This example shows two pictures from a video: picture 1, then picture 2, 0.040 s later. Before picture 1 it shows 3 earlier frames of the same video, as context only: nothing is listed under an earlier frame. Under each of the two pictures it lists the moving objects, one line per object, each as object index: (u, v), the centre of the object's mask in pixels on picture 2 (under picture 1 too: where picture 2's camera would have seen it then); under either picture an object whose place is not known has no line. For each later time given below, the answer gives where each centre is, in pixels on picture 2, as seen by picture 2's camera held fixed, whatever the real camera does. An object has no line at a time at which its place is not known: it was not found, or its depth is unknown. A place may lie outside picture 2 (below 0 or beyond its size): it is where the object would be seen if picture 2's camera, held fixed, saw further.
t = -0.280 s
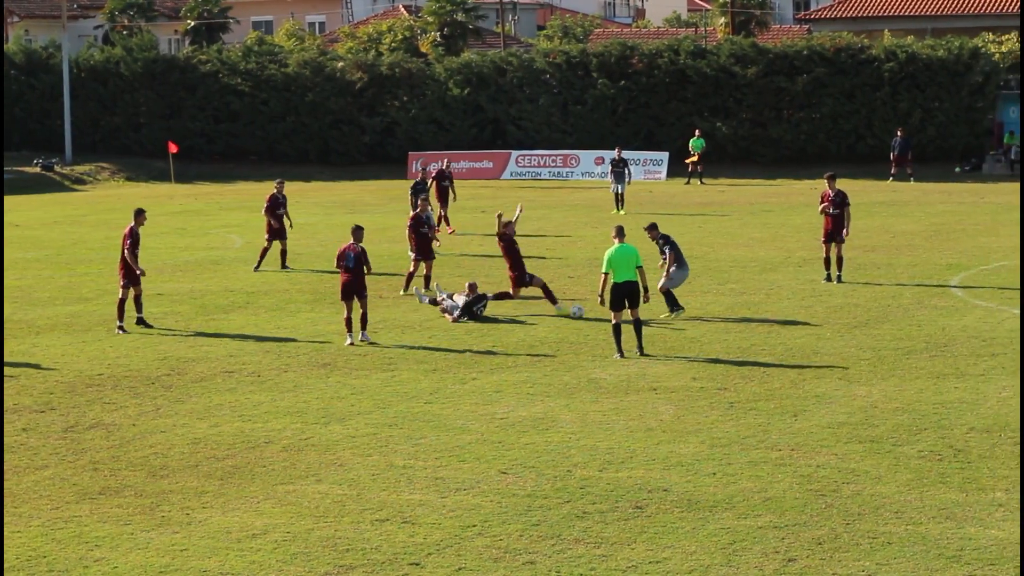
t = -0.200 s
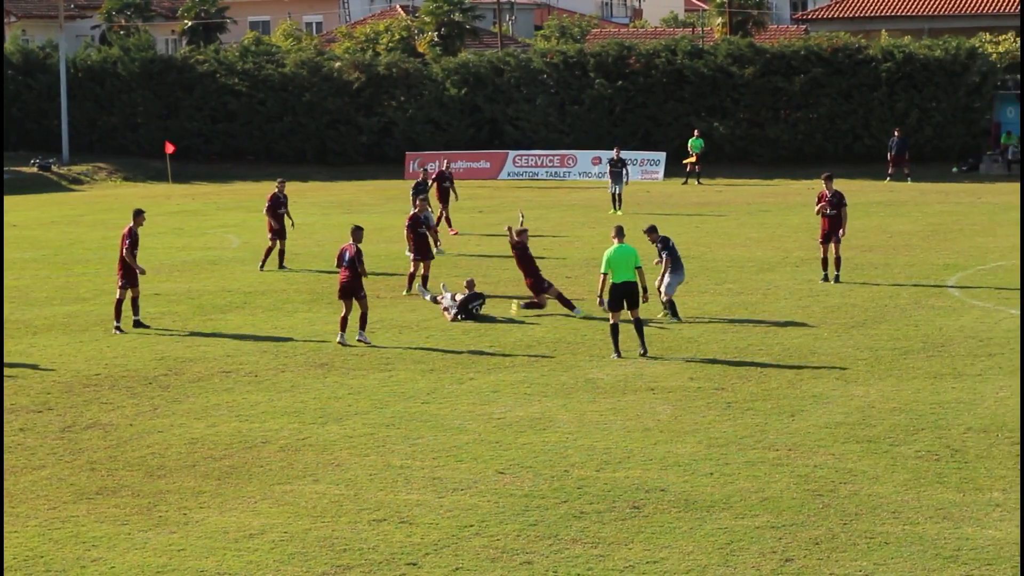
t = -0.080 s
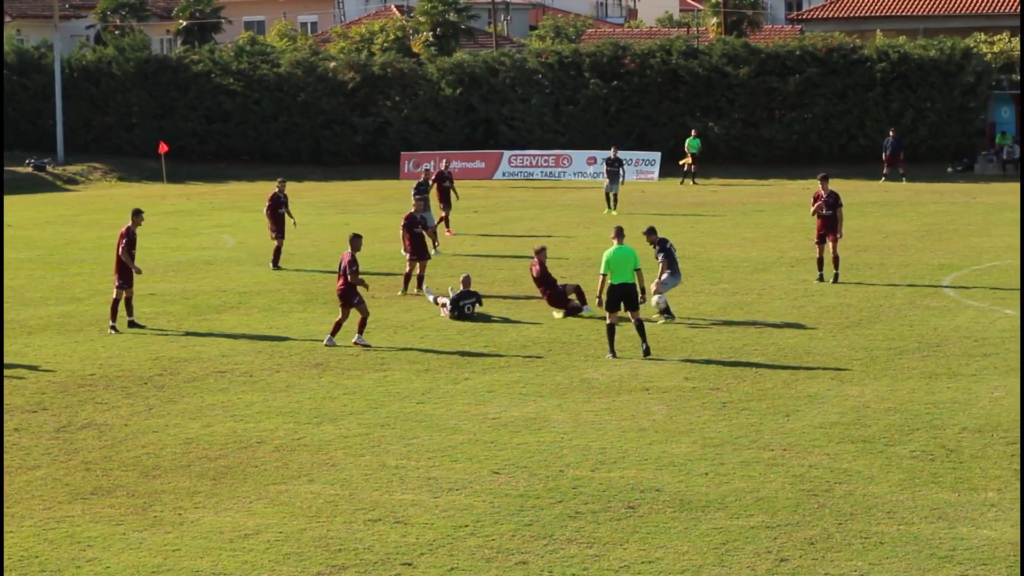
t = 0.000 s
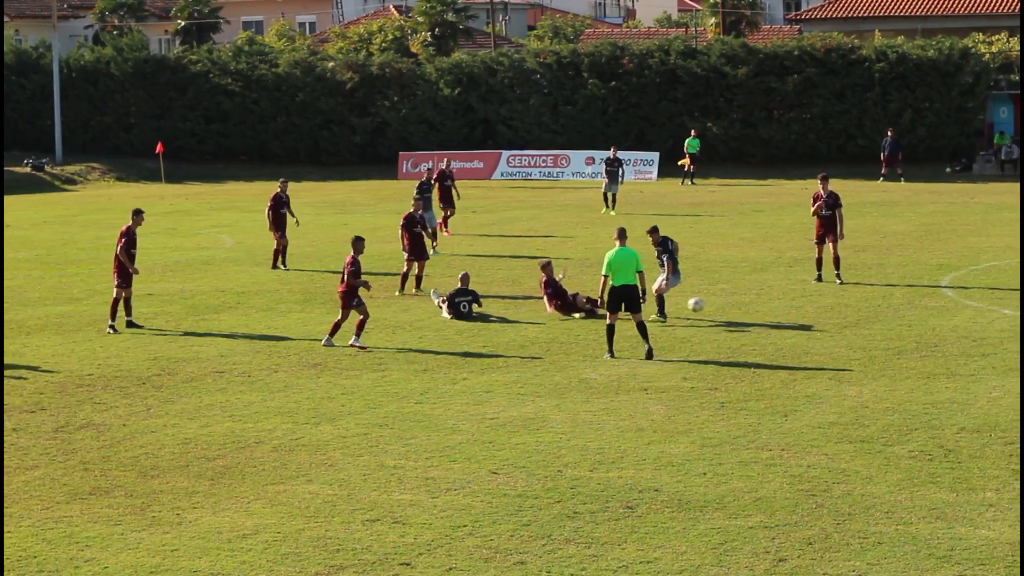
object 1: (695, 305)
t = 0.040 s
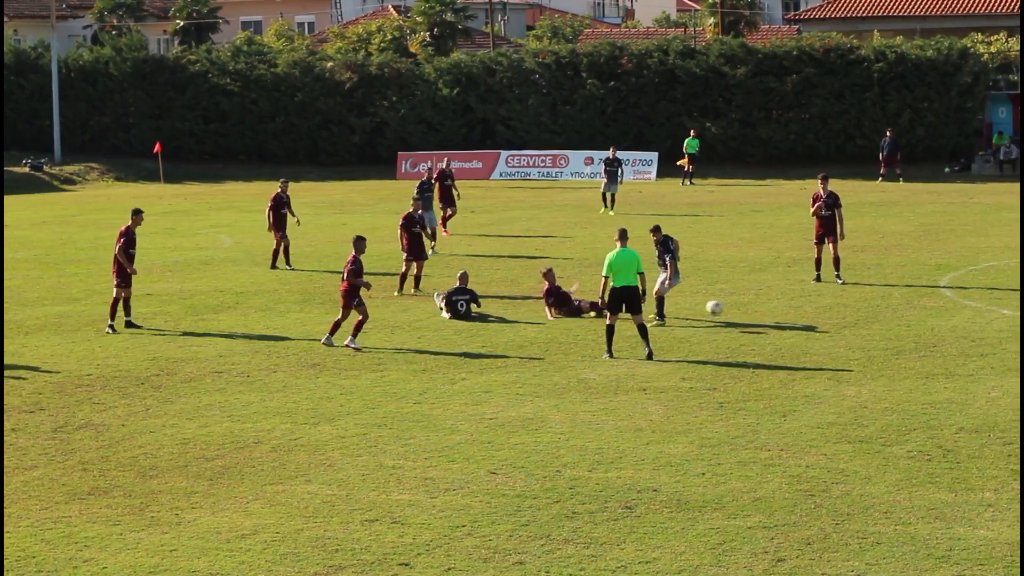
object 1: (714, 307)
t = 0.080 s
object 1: (733, 311)
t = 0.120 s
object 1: (754, 316)
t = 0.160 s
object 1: (774, 324)
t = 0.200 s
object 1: (791, 330)
